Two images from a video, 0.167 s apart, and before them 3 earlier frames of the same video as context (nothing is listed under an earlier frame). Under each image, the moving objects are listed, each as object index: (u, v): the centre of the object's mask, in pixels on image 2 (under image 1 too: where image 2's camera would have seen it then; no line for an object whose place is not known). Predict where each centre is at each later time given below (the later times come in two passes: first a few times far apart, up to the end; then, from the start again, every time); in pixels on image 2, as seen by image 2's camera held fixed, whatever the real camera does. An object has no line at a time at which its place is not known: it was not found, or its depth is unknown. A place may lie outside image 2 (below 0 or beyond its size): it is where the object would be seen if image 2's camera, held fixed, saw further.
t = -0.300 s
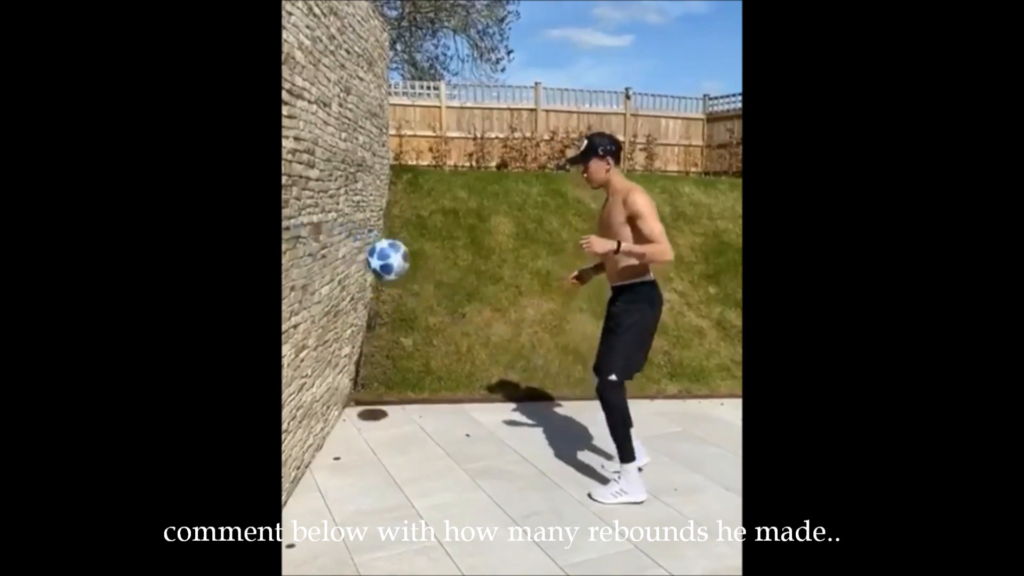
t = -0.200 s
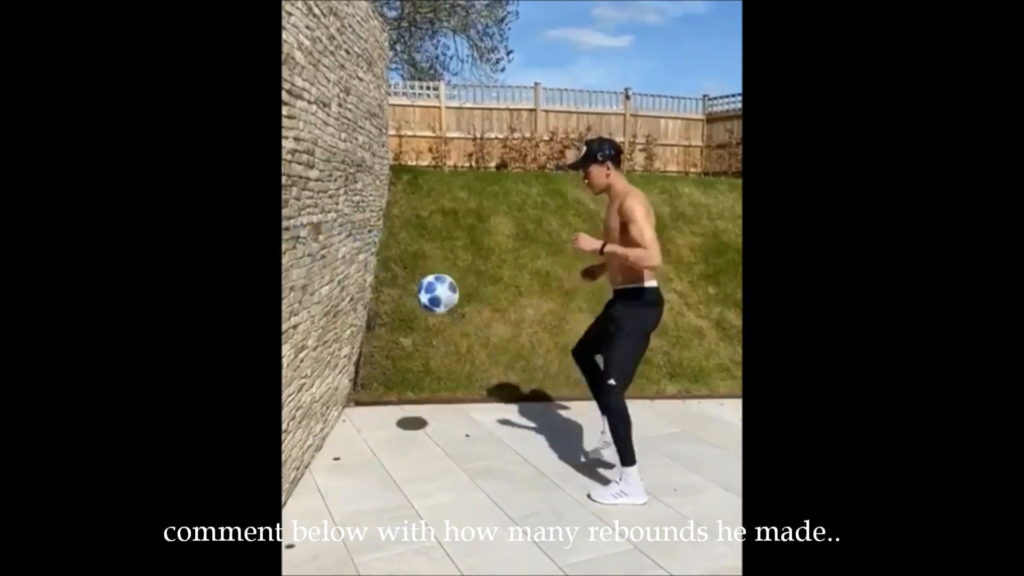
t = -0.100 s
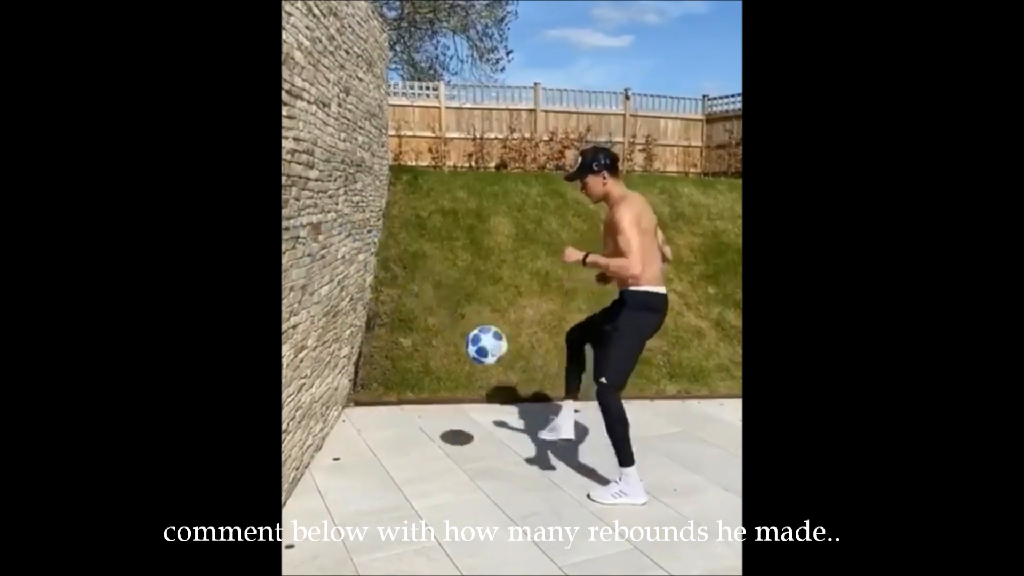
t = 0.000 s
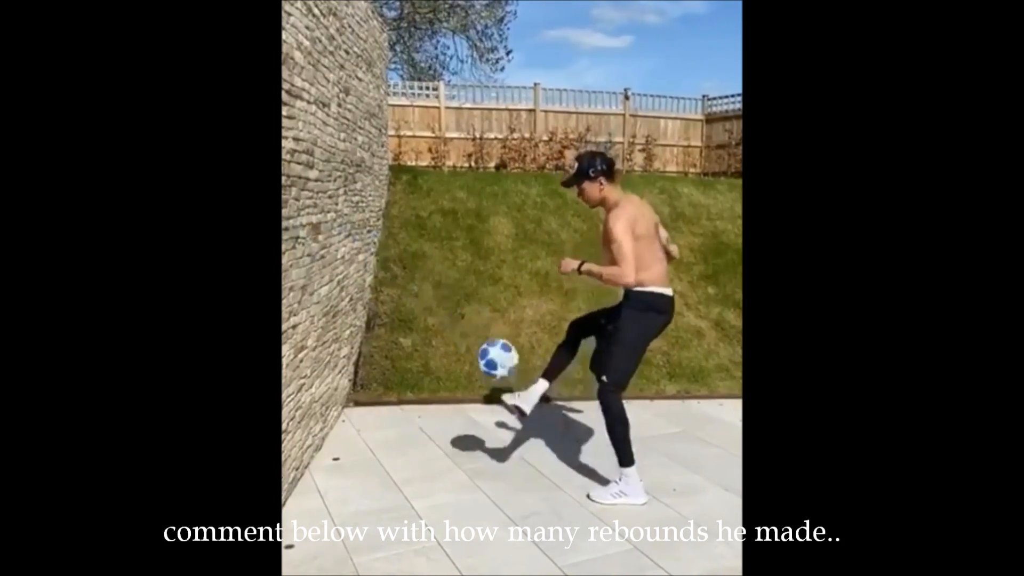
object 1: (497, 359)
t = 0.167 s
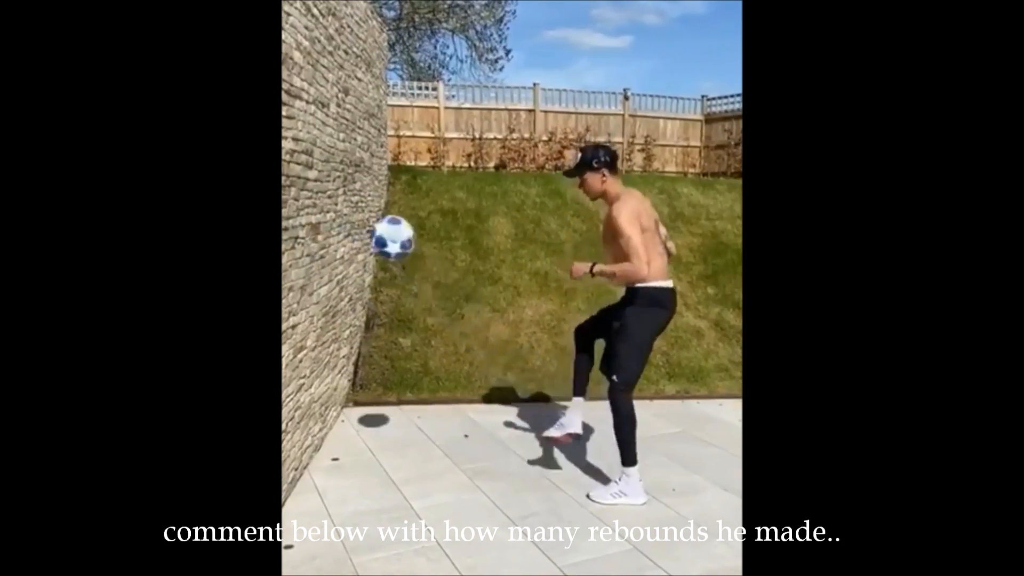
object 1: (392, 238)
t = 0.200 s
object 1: (369, 218)
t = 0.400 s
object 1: (305, 147)
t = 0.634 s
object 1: (435, 182)
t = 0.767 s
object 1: (508, 257)
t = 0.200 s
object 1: (369, 218)
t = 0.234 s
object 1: (345, 200)
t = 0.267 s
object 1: (321, 185)
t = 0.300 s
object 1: (299, 169)
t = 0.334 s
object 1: (288, 158)
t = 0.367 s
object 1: (295, 151)
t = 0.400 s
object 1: (305, 147)
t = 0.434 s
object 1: (324, 144)
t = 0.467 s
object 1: (342, 143)
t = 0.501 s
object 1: (361, 146)
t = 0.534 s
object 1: (380, 151)
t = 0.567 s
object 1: (398, 159)
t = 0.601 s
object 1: (416, 170)
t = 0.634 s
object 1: (435, 182)
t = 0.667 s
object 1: (454, 198)
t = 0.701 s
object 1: (473, 216)
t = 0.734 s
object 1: (491, 235)
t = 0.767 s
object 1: (508, 257)
